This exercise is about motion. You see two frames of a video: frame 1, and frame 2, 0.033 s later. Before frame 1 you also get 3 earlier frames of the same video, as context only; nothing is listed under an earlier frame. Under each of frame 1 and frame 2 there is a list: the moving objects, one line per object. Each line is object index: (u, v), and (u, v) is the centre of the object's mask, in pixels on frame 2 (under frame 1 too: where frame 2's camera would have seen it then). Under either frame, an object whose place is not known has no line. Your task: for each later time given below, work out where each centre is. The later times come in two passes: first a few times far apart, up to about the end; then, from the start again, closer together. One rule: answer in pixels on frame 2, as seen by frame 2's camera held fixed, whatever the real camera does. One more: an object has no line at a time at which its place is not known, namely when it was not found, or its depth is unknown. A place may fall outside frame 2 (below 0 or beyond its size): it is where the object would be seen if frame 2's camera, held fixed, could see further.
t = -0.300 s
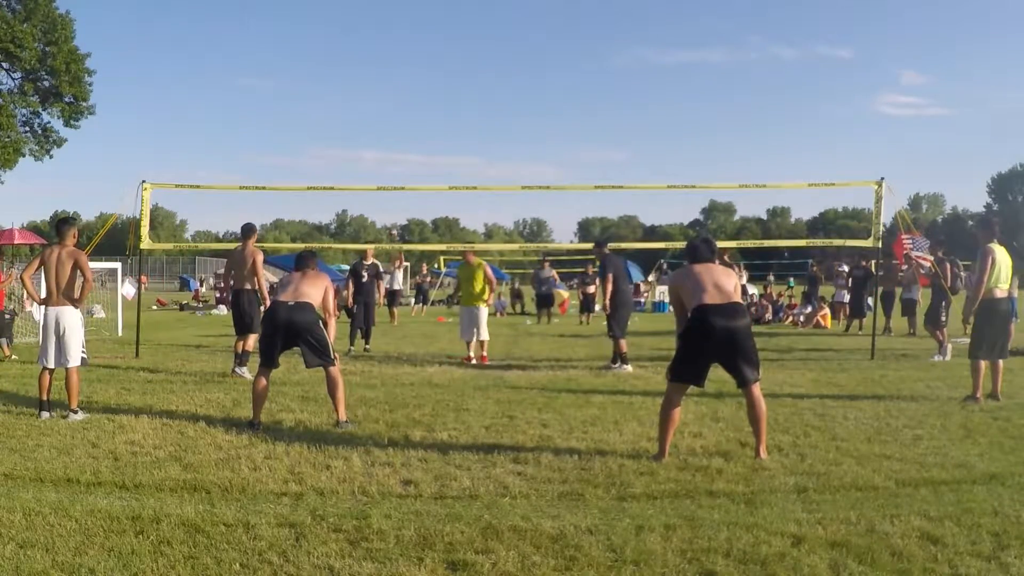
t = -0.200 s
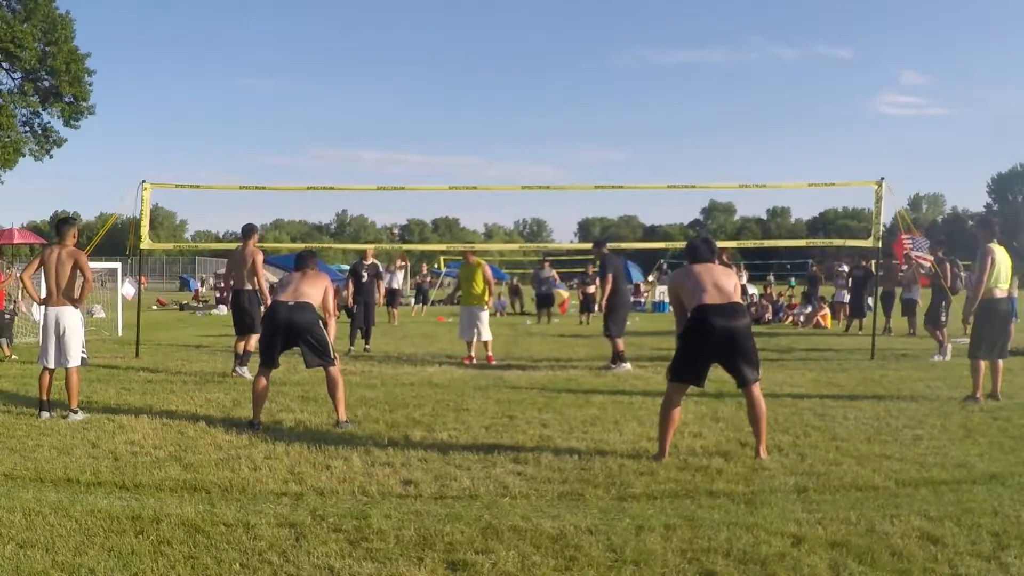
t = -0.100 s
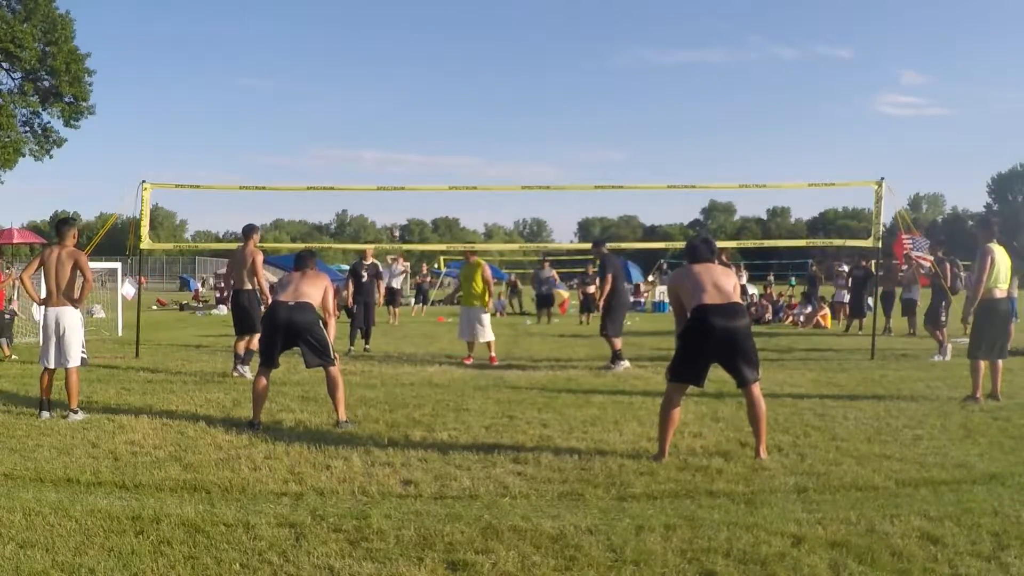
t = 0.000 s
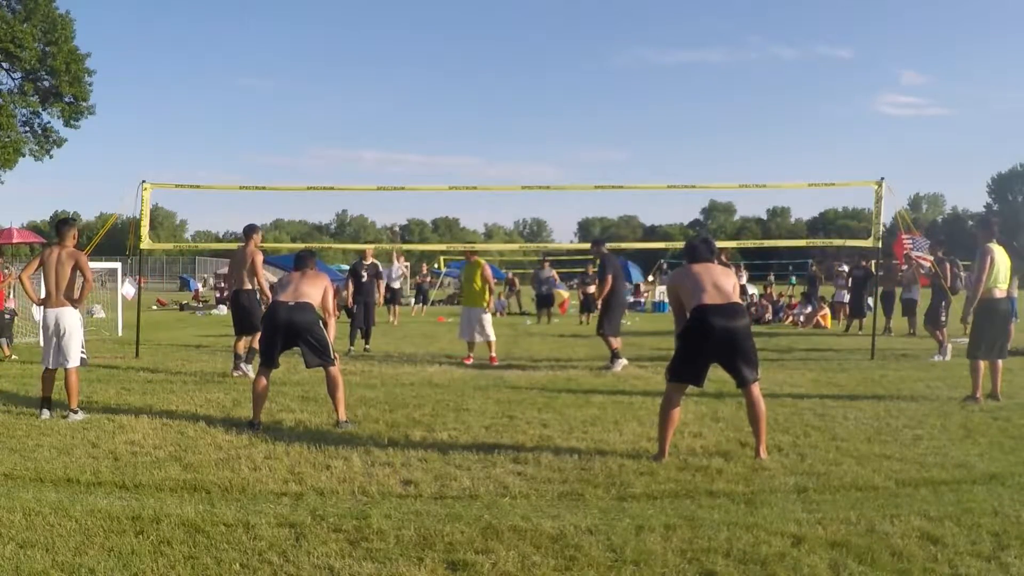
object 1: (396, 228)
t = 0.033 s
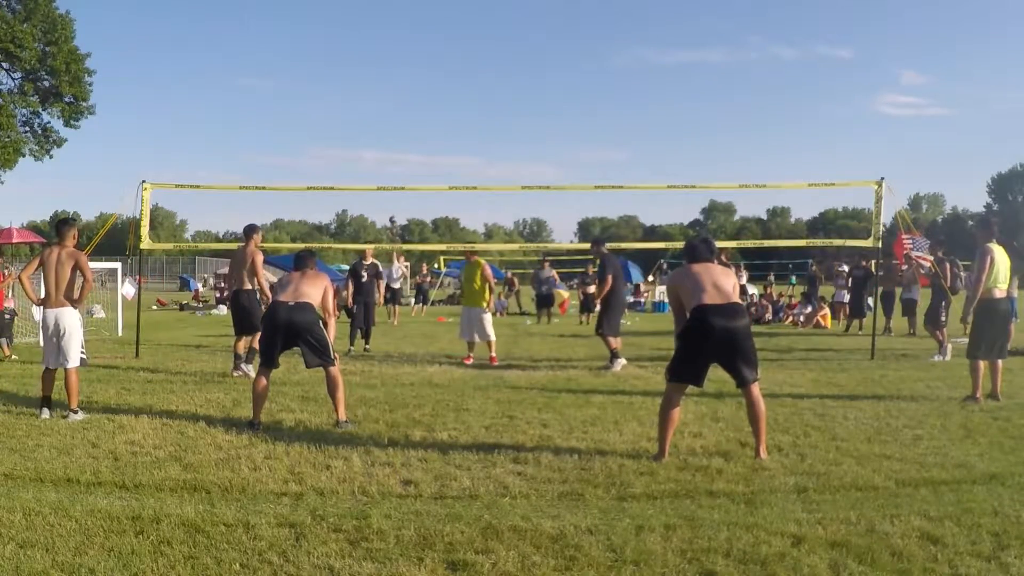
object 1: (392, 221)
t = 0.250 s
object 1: (387, 162)
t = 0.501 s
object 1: (382, 103)
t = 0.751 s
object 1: (379, 57)
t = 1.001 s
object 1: (377, 43)
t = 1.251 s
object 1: (373, 92)
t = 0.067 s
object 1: (391, 210)
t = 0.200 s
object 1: (388, 175)
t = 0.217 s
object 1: (387, 171)
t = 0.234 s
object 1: (387, 167)
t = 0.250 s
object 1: (387, 162)
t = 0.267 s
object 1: (386, 158)
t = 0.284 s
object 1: (386, 154)
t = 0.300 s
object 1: (385, 150)
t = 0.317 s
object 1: (385, 146)
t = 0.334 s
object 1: (384, 142)
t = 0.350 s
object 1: (384, 138)
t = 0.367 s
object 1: (383, 134)
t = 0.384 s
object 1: (383, 130)
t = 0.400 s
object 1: (383, 126)
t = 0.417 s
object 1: (382, 122)
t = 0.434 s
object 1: (382, 118)
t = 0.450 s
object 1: (382, 115)
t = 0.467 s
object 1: (382, 111)
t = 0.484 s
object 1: (382, 107)
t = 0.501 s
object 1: (382, 103)
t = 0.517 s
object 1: (381, 99)
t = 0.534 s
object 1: (381, 96)
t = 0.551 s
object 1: (381, 92)
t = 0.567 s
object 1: (381, 89)
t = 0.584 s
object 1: (381, 86)
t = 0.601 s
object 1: (381, 82)
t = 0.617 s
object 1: (381, 79)
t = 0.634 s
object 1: (380, 76)
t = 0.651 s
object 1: (380, 73)
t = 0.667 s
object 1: (380, 70)
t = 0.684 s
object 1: (380, 67)
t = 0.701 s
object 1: (379, 64)
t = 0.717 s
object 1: (379, 62)
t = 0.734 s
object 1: (378, 59)
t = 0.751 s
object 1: (379, 57)
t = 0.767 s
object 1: (378, 55)
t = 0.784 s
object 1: (379, 53)
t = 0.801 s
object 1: (378, 50)
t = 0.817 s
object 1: (379, 49)
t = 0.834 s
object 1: (378, 47)
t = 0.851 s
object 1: (378, 46)
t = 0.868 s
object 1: (378, 45)
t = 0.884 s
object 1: (378, 44)
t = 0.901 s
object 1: (377, 43)
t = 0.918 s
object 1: (378, 42)
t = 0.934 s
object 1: (377, 42)
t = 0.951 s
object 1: (377, 42)
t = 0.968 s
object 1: (377, 42)
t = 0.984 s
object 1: (377, 42)
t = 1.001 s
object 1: (377, 43)
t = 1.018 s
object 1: (376, 44)
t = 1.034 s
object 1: (376, 45)
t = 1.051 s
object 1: (376, 46)
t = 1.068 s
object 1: (376, 48)
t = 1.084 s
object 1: (376, 50)
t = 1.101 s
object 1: (376, 52)
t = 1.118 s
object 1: (376, 55)
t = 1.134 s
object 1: (376, 58)
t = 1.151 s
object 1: (376, 62)
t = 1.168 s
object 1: (375, 66)
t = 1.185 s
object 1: (375, 70)
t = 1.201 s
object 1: (374, 75)
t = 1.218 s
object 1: (374, 80)
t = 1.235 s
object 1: (374, 86)
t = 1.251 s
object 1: (373, 92)
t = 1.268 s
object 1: (373, 99)
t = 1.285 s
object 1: (373, 106)
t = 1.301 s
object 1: (372, 114)
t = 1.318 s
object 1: (372, 123)
